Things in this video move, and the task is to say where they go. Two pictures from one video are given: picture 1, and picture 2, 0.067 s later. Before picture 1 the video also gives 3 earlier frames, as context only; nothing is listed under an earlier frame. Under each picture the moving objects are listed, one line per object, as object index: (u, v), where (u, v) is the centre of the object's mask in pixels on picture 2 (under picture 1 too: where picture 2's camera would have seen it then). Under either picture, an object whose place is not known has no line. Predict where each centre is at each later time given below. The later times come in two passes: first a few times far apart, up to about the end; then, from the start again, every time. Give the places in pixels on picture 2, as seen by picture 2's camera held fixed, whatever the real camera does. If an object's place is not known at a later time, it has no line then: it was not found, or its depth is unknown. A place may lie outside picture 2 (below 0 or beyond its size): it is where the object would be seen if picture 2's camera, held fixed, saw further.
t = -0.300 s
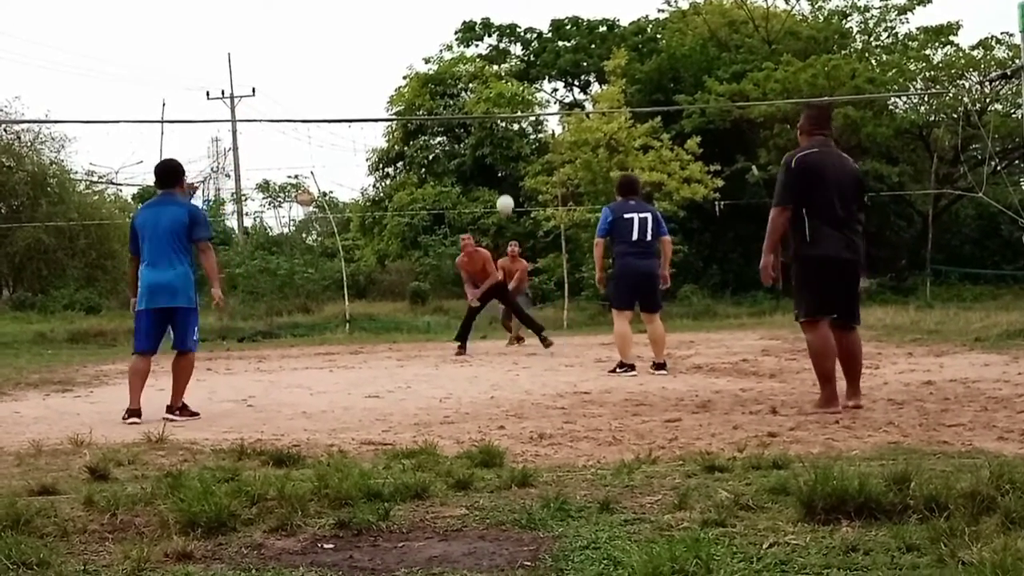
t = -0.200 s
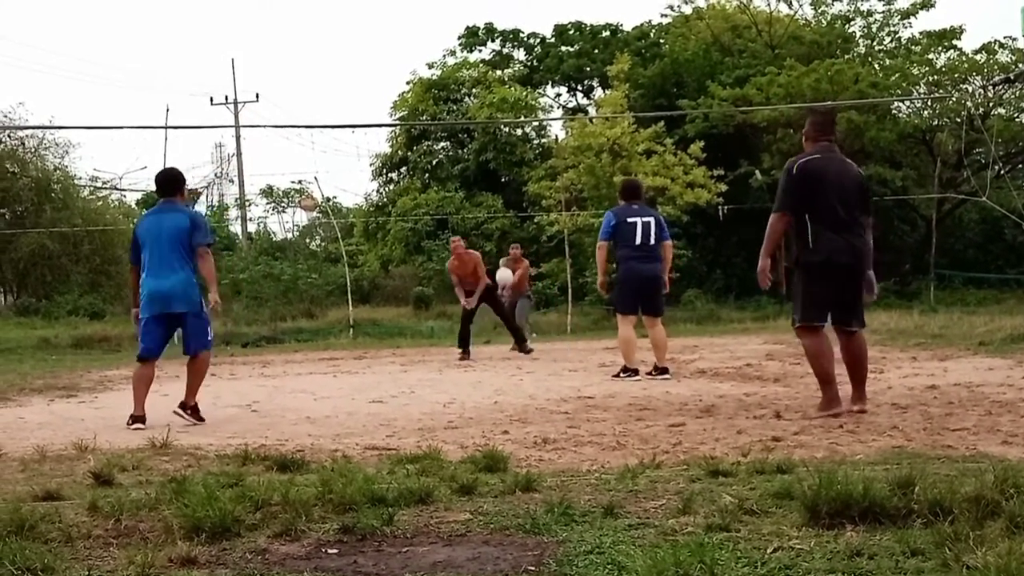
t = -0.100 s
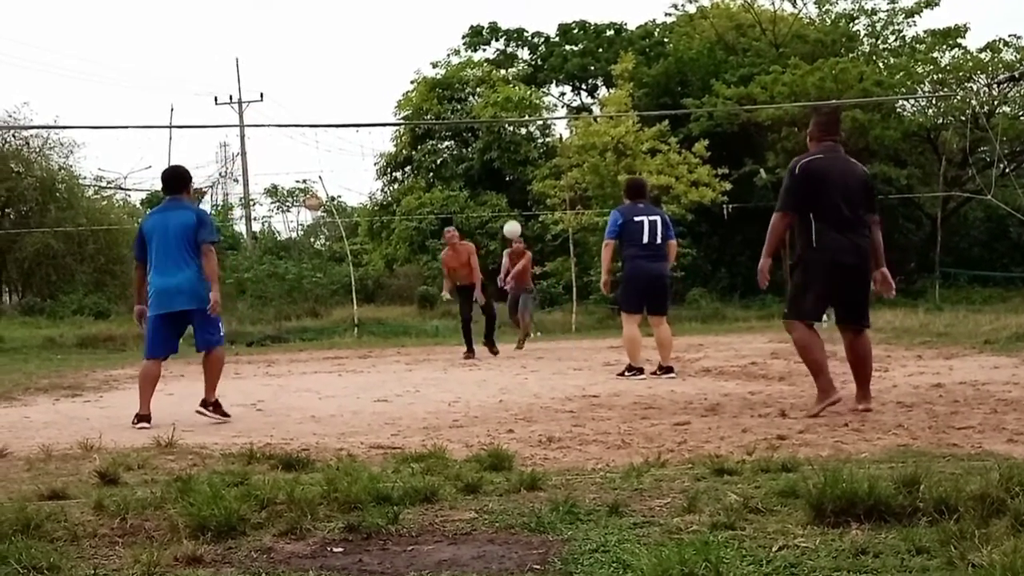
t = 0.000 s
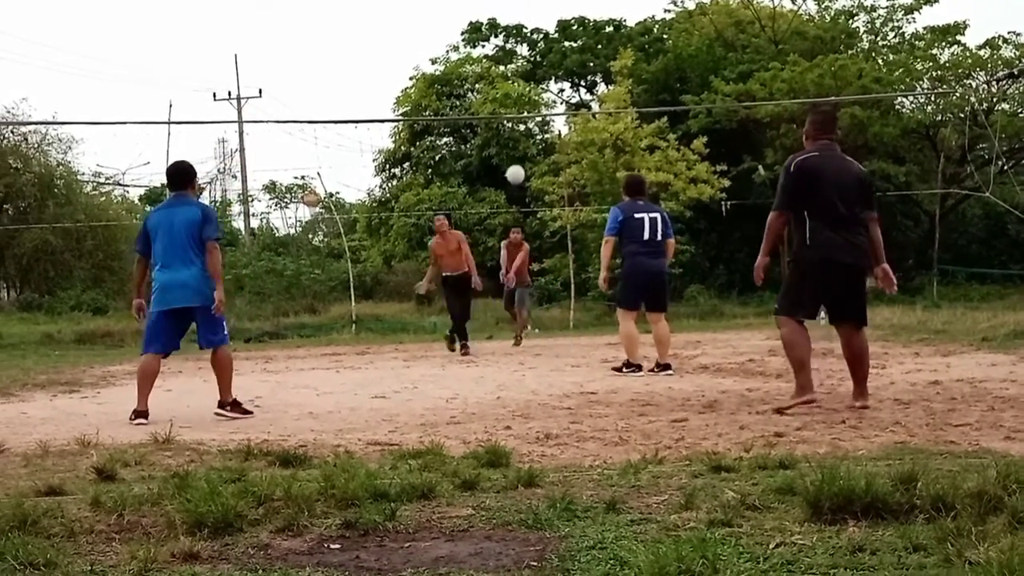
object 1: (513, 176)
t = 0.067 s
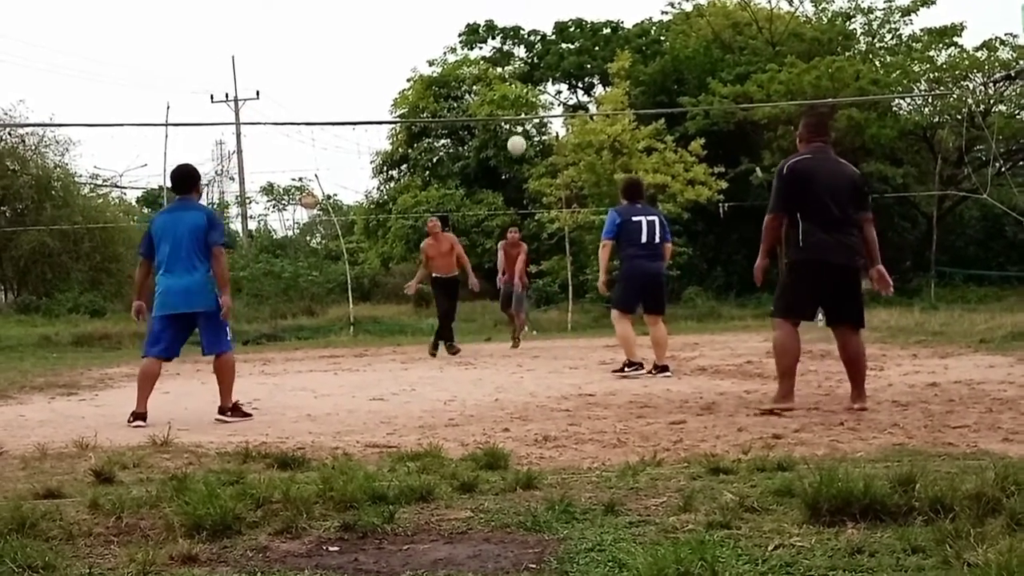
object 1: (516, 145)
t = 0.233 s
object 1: (527, 78)
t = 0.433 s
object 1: (542, 25)
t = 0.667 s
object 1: (566, 7)
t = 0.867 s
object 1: (590, 39)
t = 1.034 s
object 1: (613, 107)
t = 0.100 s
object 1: (518, 130)
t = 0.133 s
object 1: (520, 115)
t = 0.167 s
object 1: (522, 102)
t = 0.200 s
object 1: (524, 89)
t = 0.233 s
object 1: (527, 78)
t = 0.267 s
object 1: (529, 66)
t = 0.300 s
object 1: (532, 56)
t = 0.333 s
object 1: (534, 46)
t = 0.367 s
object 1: (537, 38)
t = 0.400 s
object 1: (540, 31)
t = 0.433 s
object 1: (542, 25)
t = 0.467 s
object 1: (545, 19)
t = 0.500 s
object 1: (549, 15)
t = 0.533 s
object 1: (552, 11)
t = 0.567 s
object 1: (555, 8)
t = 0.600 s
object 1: (559, 7)
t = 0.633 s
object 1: (562, 7)
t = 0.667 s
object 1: (566, 7)
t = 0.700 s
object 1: (569, 10)
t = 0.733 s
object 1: (573, 13)
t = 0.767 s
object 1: (577, 17)
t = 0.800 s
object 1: (582, 24)
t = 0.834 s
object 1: (586, 31)
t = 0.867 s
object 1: (590, 39)
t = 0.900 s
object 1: (595, 50)
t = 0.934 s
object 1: (599, 61)
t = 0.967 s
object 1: (604, 74)
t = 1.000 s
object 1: (608, 89)
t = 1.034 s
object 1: (613, 107)
